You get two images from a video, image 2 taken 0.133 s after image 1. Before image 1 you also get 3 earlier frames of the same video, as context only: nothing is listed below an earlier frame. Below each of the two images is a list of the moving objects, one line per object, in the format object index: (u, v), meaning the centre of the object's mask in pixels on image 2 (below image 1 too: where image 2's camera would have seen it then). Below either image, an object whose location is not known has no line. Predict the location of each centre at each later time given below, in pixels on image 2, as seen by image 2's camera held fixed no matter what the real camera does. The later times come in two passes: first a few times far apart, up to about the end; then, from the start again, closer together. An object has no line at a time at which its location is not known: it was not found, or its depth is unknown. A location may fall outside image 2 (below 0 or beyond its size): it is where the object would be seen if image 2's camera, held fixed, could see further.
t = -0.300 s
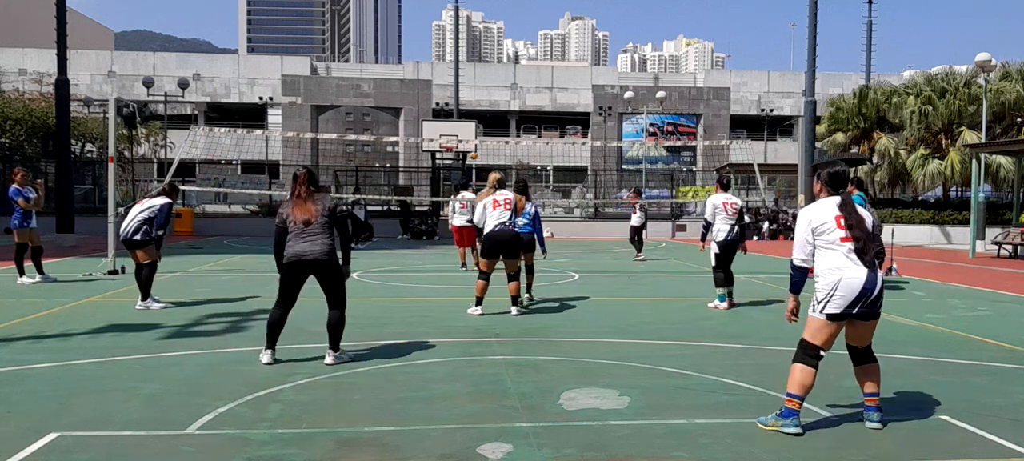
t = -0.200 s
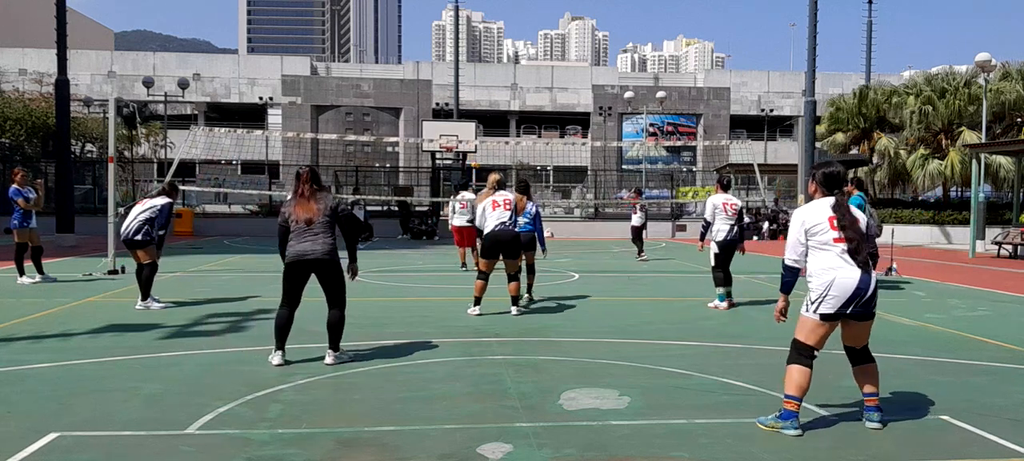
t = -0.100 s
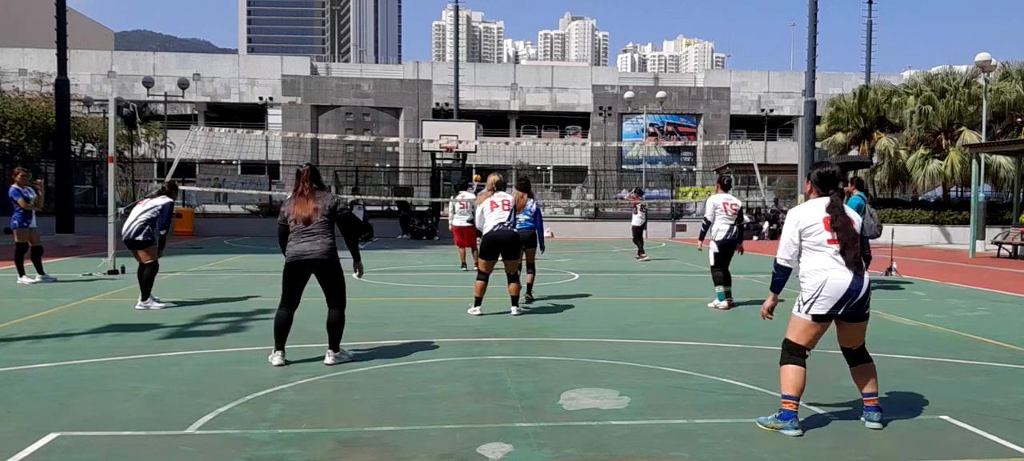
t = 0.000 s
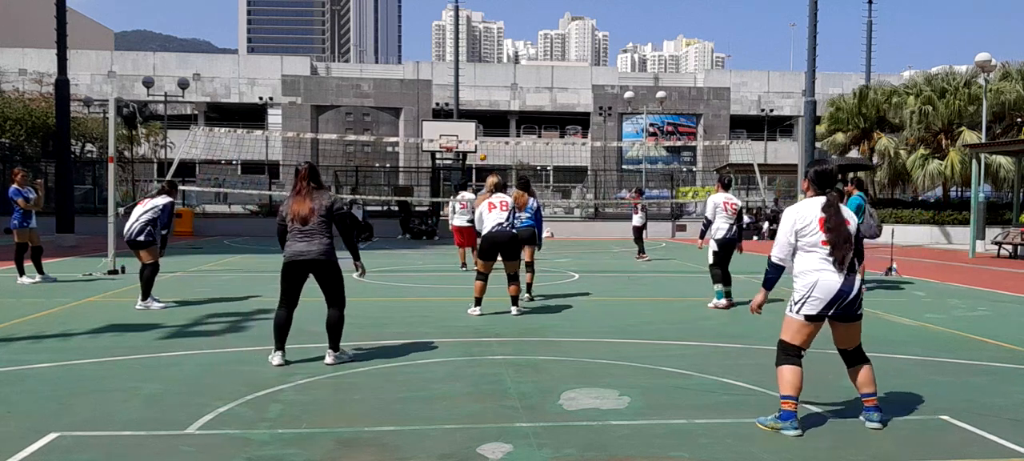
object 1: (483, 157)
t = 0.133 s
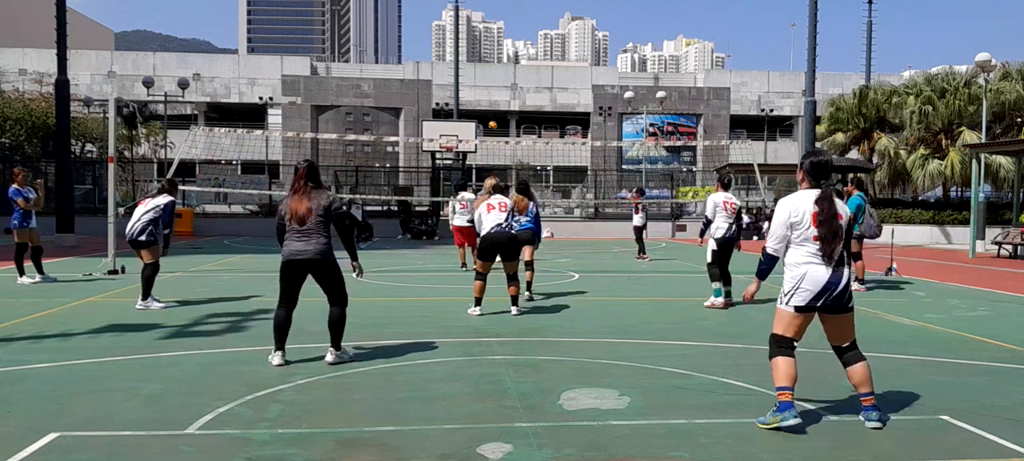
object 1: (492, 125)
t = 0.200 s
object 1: (498, 110)
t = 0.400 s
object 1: (522, 70)
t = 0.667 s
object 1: (570, 31)
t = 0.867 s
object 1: (622, 22)
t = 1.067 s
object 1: (697, 46)
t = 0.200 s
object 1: (498, 110)
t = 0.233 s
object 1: (502, 104)
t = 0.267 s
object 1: (505, 96)
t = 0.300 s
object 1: (509, 90)
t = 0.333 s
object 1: (513, 83)
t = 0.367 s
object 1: (518, 76)
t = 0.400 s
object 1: (522, 70)
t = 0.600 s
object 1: (555, 38)
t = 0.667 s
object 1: (570, 31)
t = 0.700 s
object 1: (577, 27)
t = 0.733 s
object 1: (586, 25)
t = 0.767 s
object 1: (594, 23)
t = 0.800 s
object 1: (603, 22)
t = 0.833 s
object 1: (613, 21)
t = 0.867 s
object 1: (622, 22)
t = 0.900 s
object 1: (633, 23)
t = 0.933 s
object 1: (644, 25)
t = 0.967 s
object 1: (656, 29)
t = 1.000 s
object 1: (668, 33)
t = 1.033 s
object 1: (682, 39)
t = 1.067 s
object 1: (697, 46)
